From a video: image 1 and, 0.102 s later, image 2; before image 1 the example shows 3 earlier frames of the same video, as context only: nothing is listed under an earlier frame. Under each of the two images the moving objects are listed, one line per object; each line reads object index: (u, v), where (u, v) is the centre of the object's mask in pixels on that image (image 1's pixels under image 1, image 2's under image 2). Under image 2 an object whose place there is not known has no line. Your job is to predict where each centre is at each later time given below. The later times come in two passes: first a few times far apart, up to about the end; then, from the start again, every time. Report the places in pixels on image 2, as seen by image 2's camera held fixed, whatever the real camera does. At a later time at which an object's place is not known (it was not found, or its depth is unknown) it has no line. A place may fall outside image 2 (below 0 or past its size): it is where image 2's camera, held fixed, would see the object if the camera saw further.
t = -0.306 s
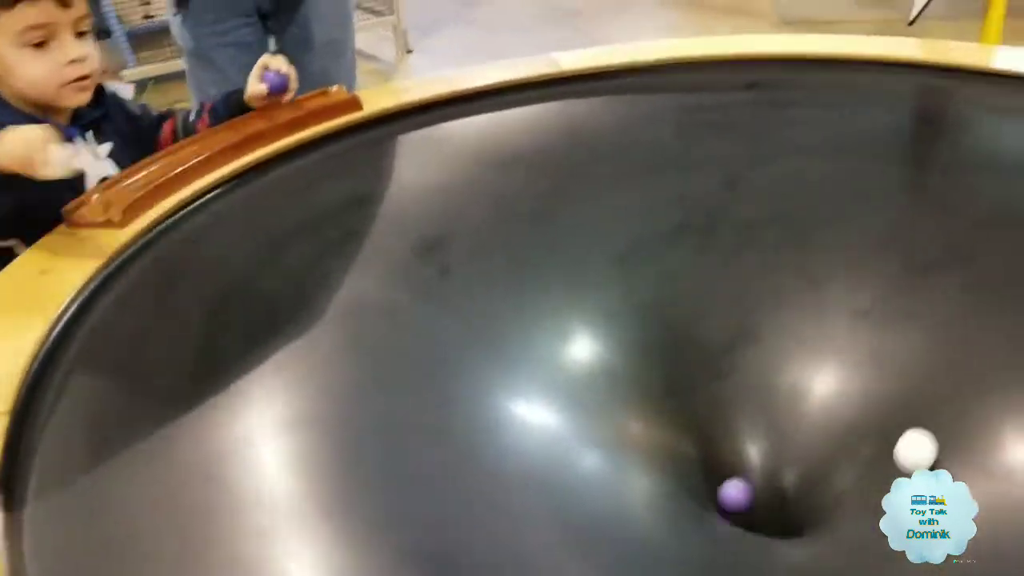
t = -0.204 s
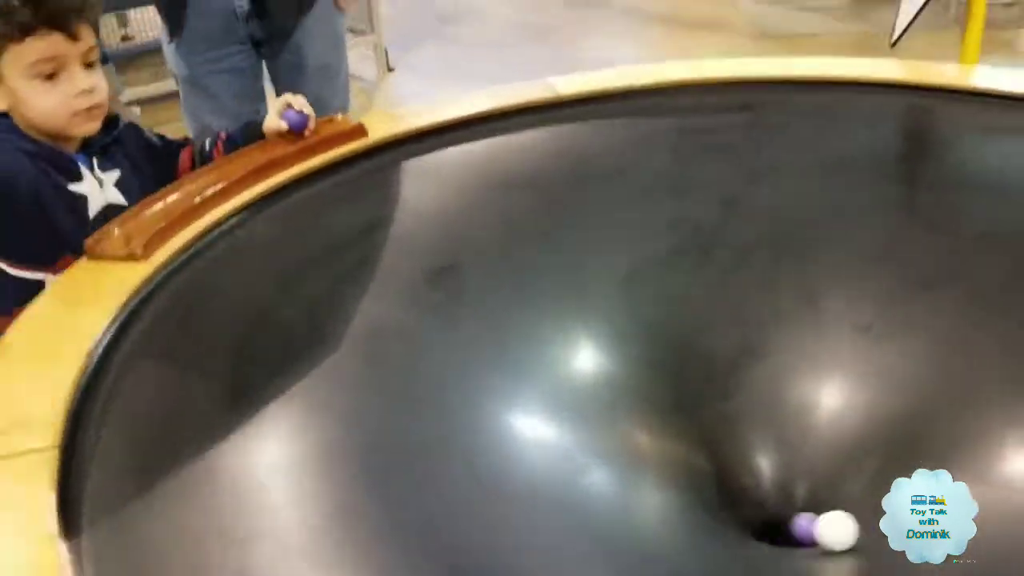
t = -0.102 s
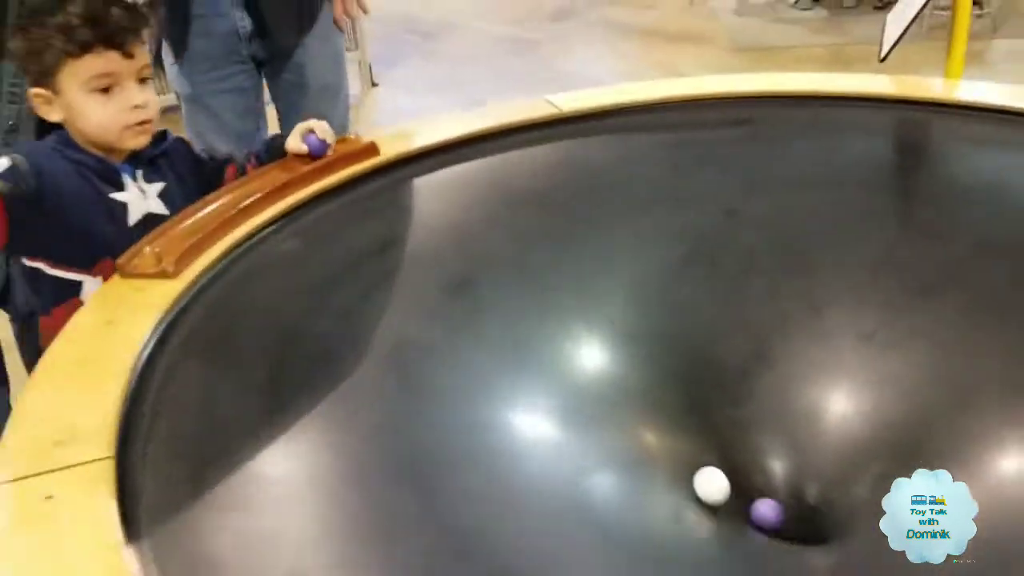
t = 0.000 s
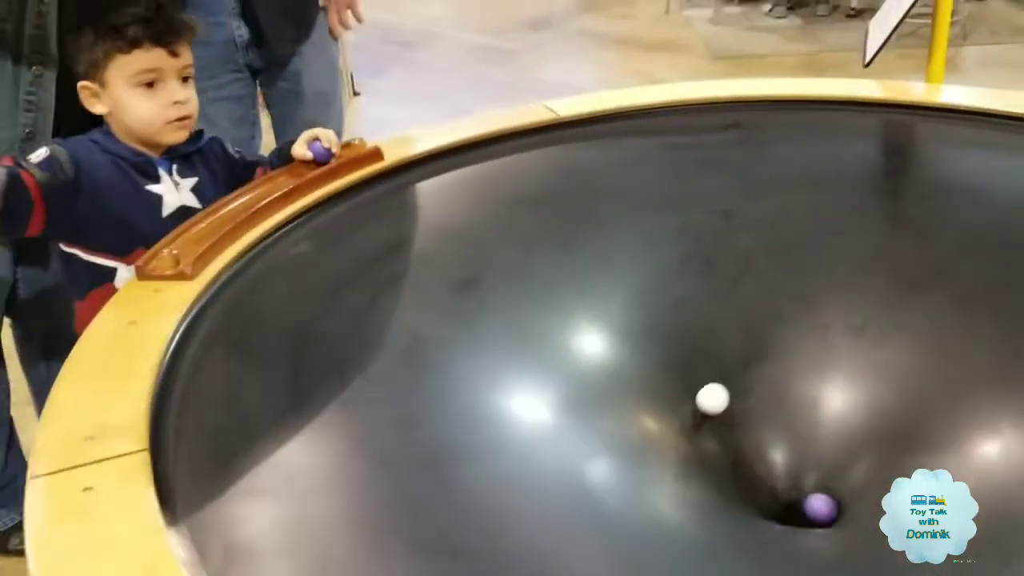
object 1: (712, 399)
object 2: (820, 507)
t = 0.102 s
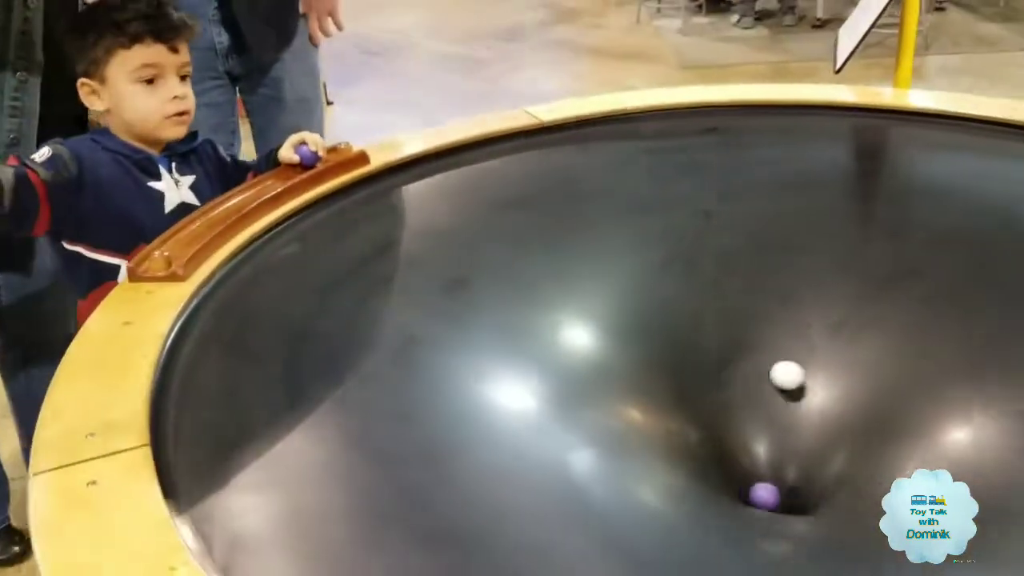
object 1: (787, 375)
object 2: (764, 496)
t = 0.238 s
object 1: (873, 460)
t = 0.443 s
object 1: (683, 434)
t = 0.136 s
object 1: (822, 386)
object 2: (786, 500)
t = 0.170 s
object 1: (853, 405)
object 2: (801, 499)
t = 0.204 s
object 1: (872, 431)
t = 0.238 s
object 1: (873, 460)
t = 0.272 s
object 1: (852, 484)
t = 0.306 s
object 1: (814, 495)
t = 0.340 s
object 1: (766, 491)
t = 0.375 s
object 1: (725, 477)
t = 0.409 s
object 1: (696, 456)
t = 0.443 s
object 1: (683, 434)
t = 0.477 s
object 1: (685, 415)
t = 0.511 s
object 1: (701, 401)
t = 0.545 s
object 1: (729, 394)
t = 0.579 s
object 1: (767, 395)
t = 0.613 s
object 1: (806, 405)
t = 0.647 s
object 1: (843, 425)
